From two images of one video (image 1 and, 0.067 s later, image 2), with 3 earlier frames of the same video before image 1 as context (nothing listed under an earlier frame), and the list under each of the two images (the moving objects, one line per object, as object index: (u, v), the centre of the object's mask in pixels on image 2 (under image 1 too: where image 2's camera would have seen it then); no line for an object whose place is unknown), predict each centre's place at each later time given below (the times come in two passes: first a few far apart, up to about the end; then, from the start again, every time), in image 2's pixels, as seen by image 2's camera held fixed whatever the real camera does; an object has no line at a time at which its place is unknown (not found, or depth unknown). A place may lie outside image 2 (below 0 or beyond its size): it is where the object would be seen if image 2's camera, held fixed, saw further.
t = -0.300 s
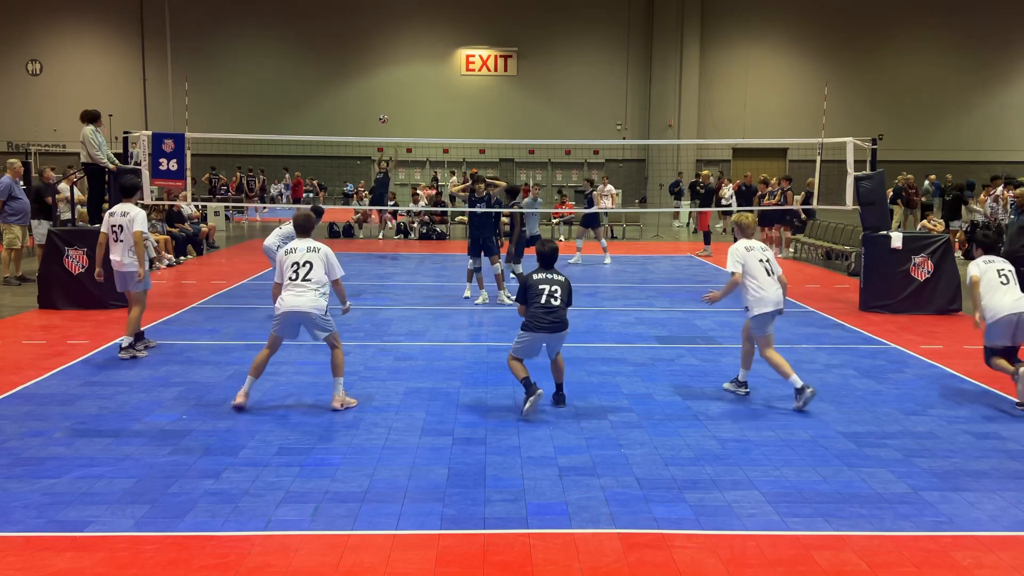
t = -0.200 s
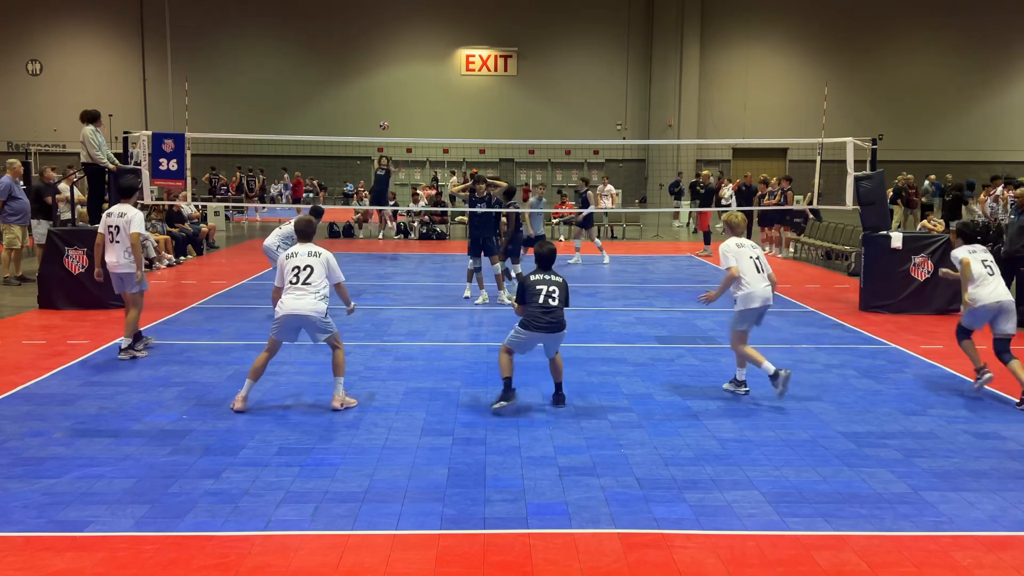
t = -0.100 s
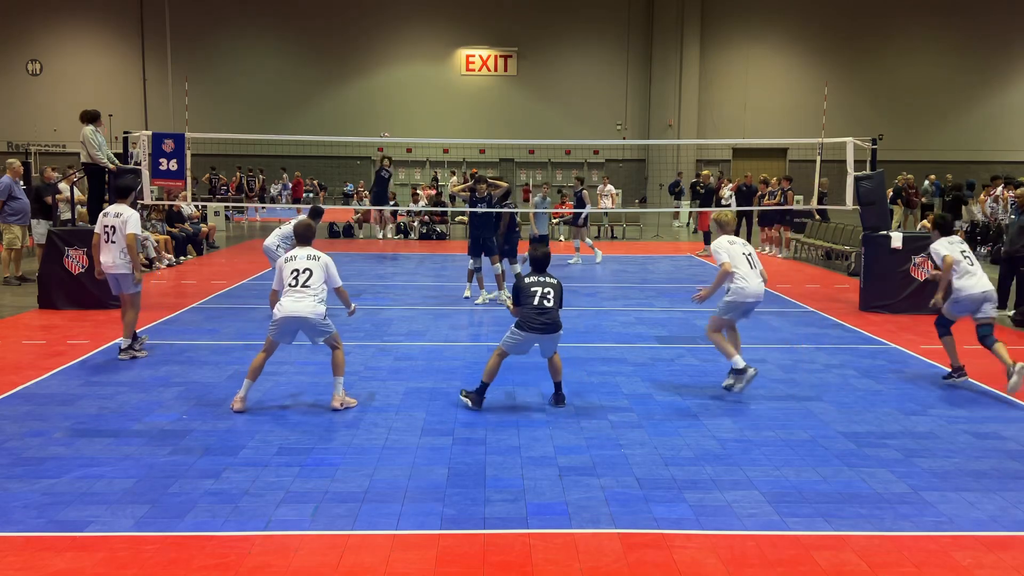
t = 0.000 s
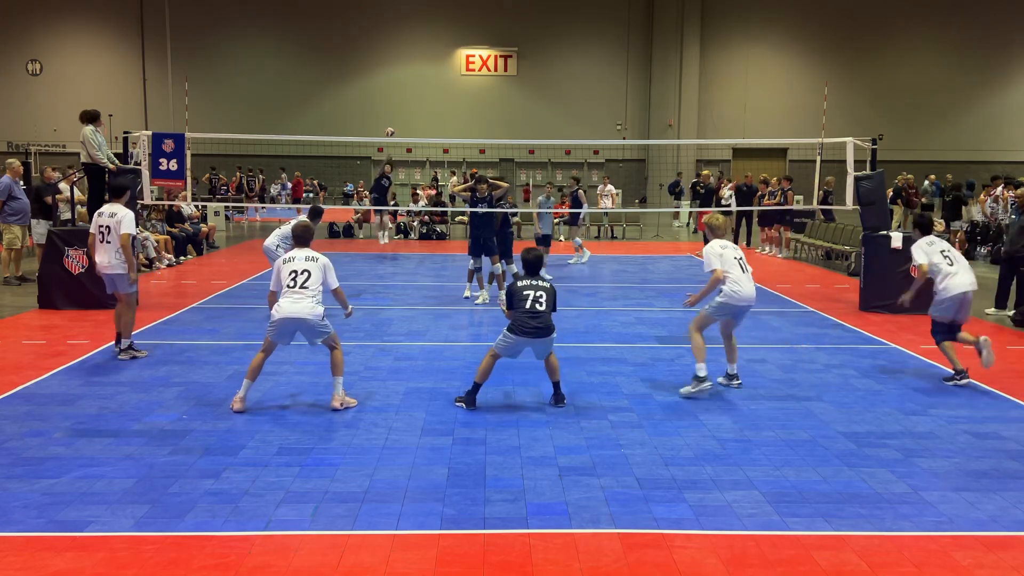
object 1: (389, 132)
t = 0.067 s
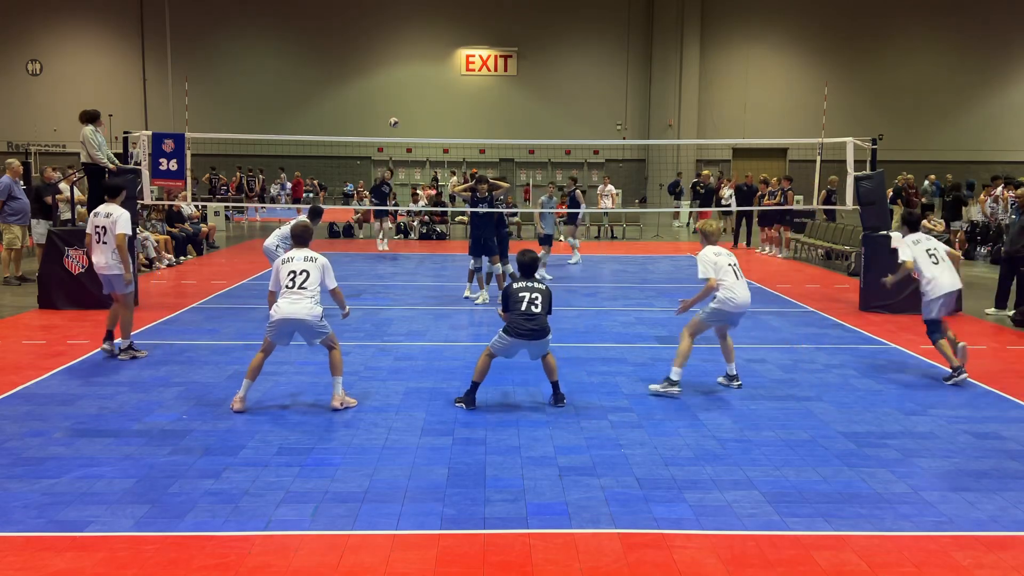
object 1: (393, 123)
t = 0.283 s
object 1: (407, 101)
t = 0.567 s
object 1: (424, 104)
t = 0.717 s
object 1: (434, 130)
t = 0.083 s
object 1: (395, 120)
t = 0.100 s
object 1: (396, 118)
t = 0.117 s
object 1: (397, 116)
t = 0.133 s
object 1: (398, 114)
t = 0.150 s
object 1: (399, 112)
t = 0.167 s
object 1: (400, 111)
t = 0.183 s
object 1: (401, 109)
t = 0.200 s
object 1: (402, 107)
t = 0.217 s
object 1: (403, 105)
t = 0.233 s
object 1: (404, 105)
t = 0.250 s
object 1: (406, 104)
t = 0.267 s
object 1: (406, 103)
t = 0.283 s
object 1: (407, 101)
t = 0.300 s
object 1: (408, 100)
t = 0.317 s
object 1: (409, 99)
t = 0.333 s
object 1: (410, 99)
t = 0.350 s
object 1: (411, 98)
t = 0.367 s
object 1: (412, 98)
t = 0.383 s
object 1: (412, 97)
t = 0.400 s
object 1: (414, 97)
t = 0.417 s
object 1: (415, 97)
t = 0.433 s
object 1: (416, 97)
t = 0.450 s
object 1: (417, 98)
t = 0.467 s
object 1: (417, 98)
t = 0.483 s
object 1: (419, 98)
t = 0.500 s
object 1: (420, 99)
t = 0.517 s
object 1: (421, 100)
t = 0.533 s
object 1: (422, 101)
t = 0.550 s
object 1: (423, 102)
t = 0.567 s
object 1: (424, 104)
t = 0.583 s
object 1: (425, 106)
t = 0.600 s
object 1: (427, 108)
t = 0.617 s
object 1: (428, 110)
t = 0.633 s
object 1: (428, 112)
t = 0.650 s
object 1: (430, 115)
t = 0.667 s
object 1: (431, 119)
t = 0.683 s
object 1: (432, 122)
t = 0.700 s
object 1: (433, 126)
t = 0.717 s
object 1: (434, 130)
